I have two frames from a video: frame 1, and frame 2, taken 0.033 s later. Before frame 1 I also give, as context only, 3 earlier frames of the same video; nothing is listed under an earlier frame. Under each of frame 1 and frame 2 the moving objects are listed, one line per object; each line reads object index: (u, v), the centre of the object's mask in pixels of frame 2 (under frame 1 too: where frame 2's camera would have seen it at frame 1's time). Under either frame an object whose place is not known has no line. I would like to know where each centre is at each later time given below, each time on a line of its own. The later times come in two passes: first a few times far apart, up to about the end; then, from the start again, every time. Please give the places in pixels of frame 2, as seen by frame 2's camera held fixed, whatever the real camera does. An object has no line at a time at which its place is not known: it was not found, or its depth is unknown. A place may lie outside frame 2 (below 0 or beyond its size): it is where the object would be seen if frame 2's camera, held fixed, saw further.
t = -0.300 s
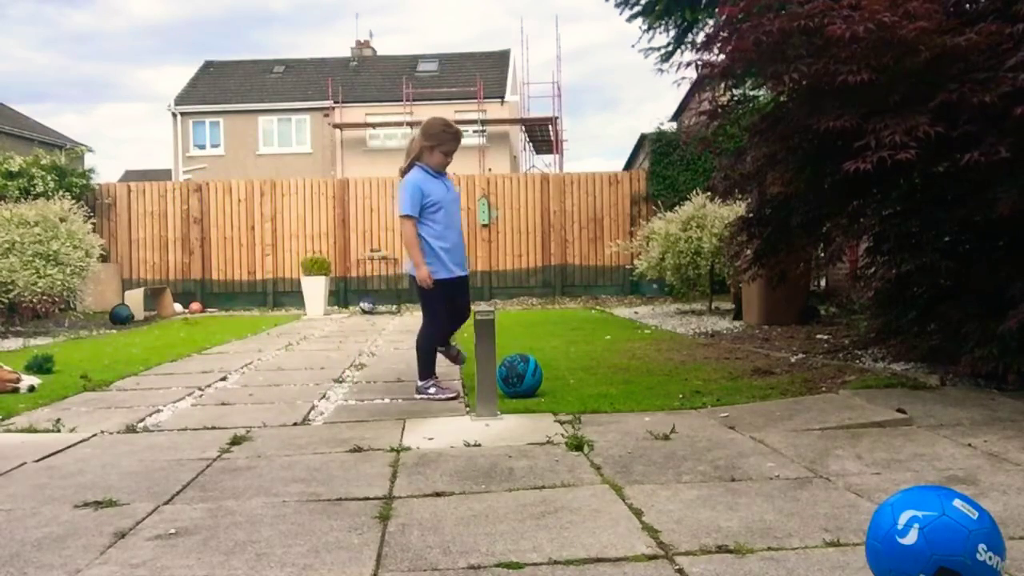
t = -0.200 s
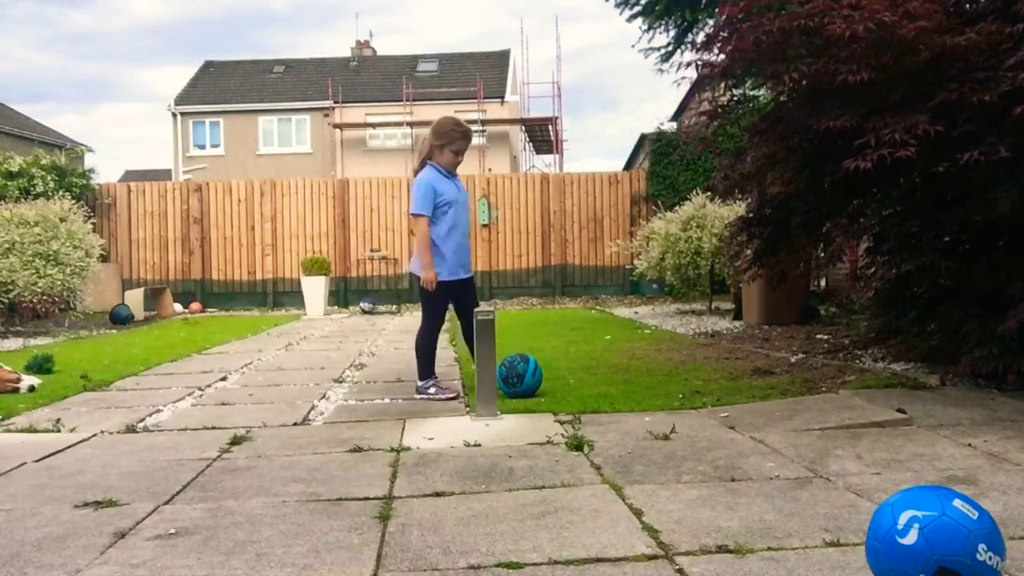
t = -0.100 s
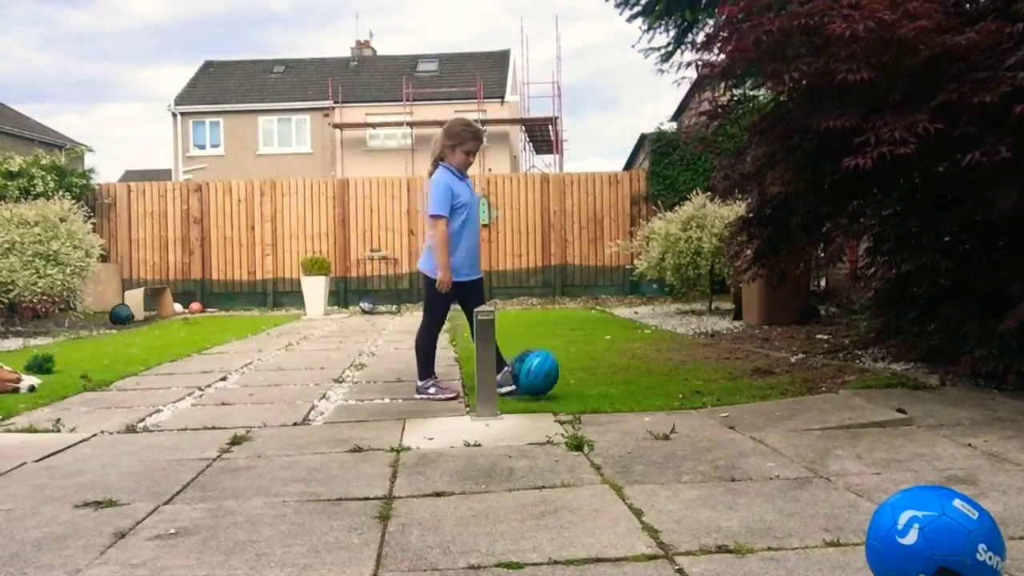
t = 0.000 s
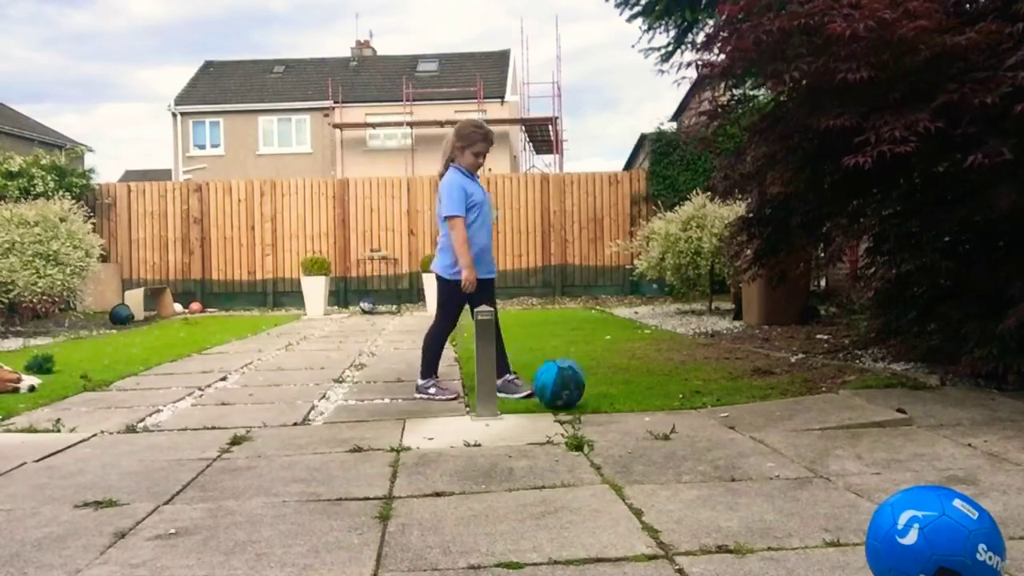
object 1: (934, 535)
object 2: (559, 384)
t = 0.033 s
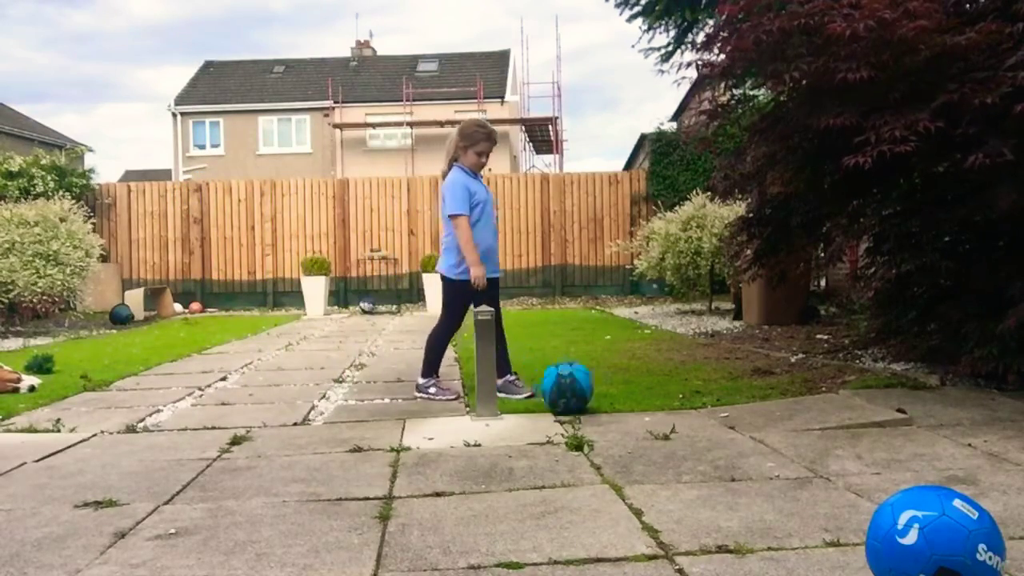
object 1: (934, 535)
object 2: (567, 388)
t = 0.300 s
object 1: (934, 535)
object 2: (615, 403)
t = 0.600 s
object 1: (934, 535)
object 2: (677, 426)
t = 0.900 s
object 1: (933, 535)
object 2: (758, 455)
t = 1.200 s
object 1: (934, 535)
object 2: (859, 487)
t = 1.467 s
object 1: (950, 541)
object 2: (983, 489)
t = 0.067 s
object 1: (934, 535)
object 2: (573, 388)
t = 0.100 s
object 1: (934, 535)
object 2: (580, 391)
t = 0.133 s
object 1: (934, 535)
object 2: (587, 395)
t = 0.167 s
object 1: (934, 535)
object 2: (591, 394)
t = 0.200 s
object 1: (934, 535)
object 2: (597, 396)
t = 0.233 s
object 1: (934, 535)
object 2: (602, 400)
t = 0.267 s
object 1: (934, 535)
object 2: (609, 401)
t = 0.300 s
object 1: (934, 535)
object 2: (615, 403)
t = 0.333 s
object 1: (934, 535)
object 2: (621, 406)
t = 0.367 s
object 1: (934, 535)
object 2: (627, 408)
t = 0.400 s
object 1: (934, 535)
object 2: (634, 411)
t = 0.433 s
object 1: (934, 535)
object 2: (641, 411)
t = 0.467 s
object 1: (934, 535)
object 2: (647, 412)
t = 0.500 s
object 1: (934, 535)
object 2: (654, 417)
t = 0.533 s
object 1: (933, 535)
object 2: (662, 418)
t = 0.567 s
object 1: (933, 535)
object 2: (669, 420)
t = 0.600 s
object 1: (934, 535)
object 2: (677, 426)
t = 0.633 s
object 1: (934, 535)
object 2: (685, 427)
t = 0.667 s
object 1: (934, 535)
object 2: (693, 430)
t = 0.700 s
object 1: (934, 535)
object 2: (701, 435)
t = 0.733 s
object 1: (934, 535)
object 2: (710, 438)
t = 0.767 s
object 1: (934, 535)
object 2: (719, 442)
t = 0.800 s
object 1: (934, 535)
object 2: (728, 443)
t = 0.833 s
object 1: (934, 535)
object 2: (738, 446)
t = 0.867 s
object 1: (934, 535)
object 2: (748, 452)
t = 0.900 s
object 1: (933, 535)
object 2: (758, 455)
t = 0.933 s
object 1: (933, 535)
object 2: (768, 459)
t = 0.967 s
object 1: (933, 535)
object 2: (780, 463)
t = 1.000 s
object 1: (933, 535)
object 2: (791, 468)
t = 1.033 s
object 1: (933, 535)
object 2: (803, 471)
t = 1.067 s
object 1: (933, 535)
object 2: (815, 476)
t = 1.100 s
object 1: (934, 535)
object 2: (828, 481)
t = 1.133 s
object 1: (934, 536)
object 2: (839, 485)
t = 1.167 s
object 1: (934, 535)
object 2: (849, 486)
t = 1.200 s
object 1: (934, 535)
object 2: (859, 487)
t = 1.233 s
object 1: (934, 536)
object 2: (871, 487)
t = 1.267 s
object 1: (934, 536)
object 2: (885, 486)
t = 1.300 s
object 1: (934, 536)
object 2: (905, 483)
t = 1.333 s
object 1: (938, 537)
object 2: (928, 480)
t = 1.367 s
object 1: (941, 538)
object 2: (947, 481)
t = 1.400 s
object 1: (945, 539)
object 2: (966, 487)
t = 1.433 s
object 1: (948, 540)
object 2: (977, 489)
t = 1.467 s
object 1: (950, 541)
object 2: (983, 489)
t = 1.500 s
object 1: (951, 543)
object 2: (989, 490)
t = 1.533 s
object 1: (955, 543)
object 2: (994, 495)
